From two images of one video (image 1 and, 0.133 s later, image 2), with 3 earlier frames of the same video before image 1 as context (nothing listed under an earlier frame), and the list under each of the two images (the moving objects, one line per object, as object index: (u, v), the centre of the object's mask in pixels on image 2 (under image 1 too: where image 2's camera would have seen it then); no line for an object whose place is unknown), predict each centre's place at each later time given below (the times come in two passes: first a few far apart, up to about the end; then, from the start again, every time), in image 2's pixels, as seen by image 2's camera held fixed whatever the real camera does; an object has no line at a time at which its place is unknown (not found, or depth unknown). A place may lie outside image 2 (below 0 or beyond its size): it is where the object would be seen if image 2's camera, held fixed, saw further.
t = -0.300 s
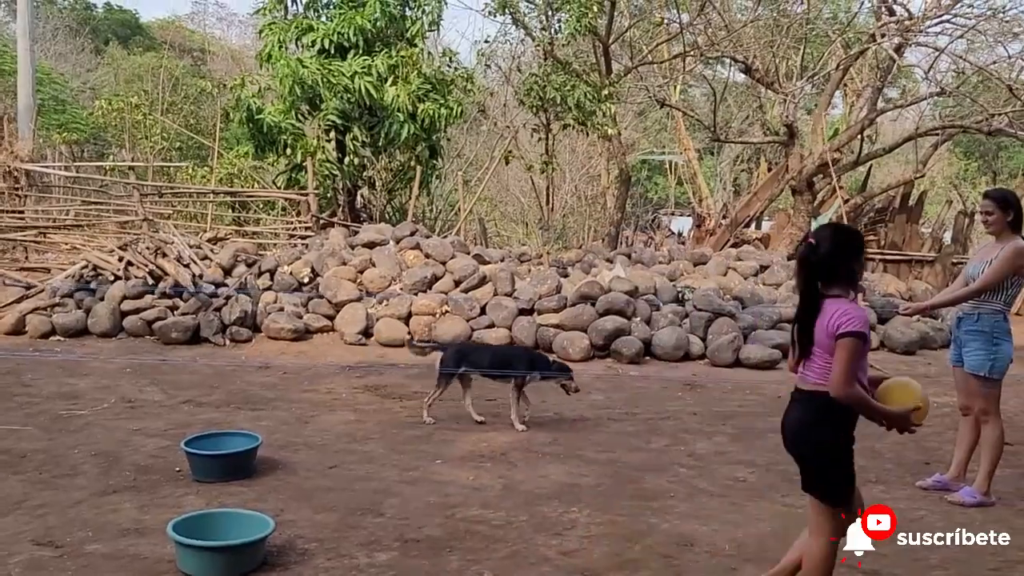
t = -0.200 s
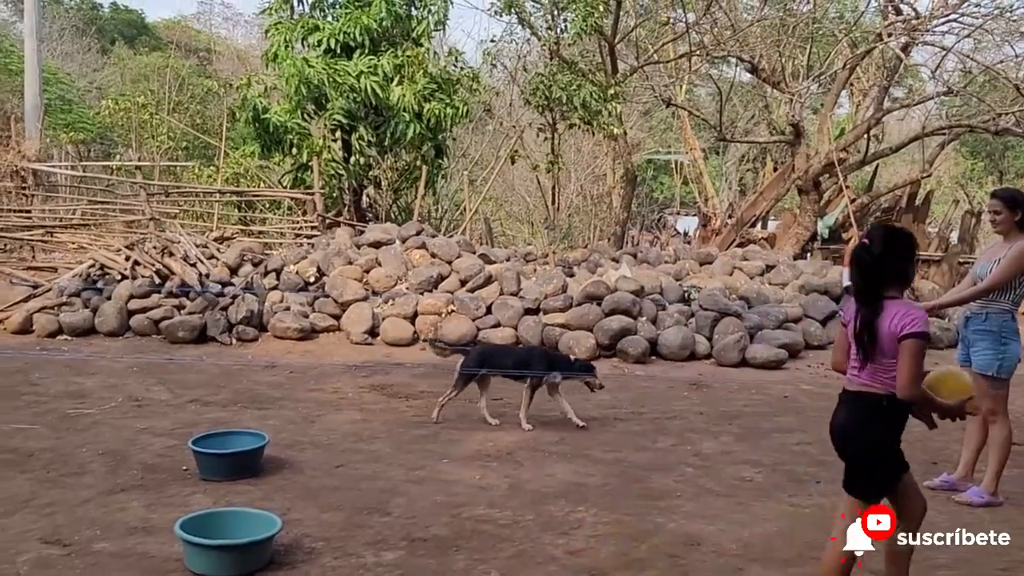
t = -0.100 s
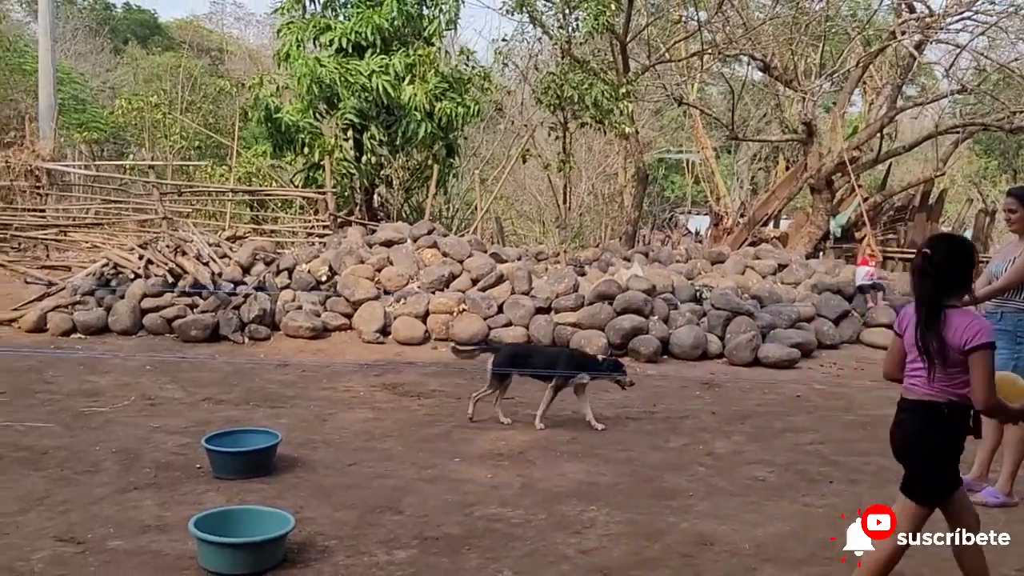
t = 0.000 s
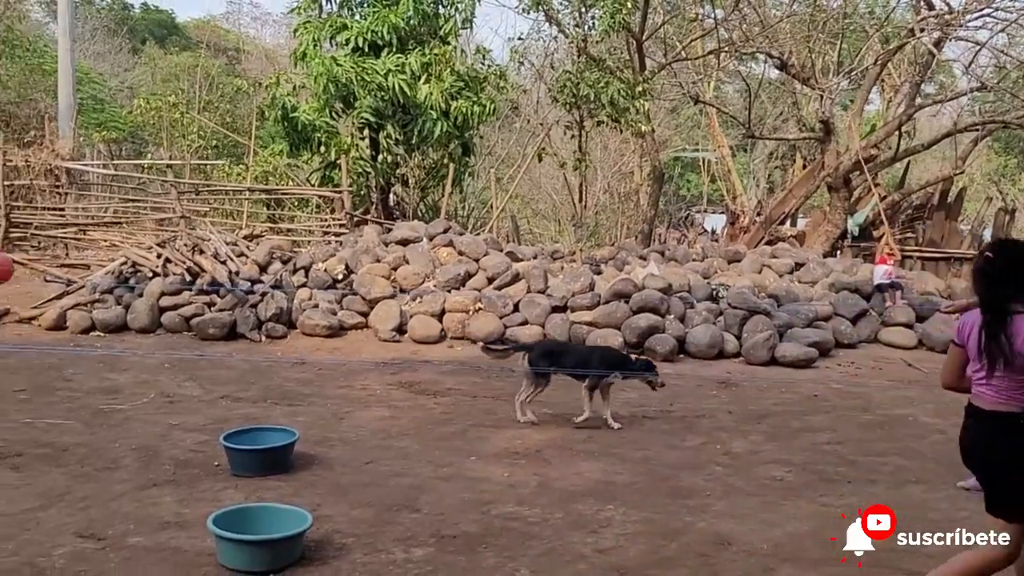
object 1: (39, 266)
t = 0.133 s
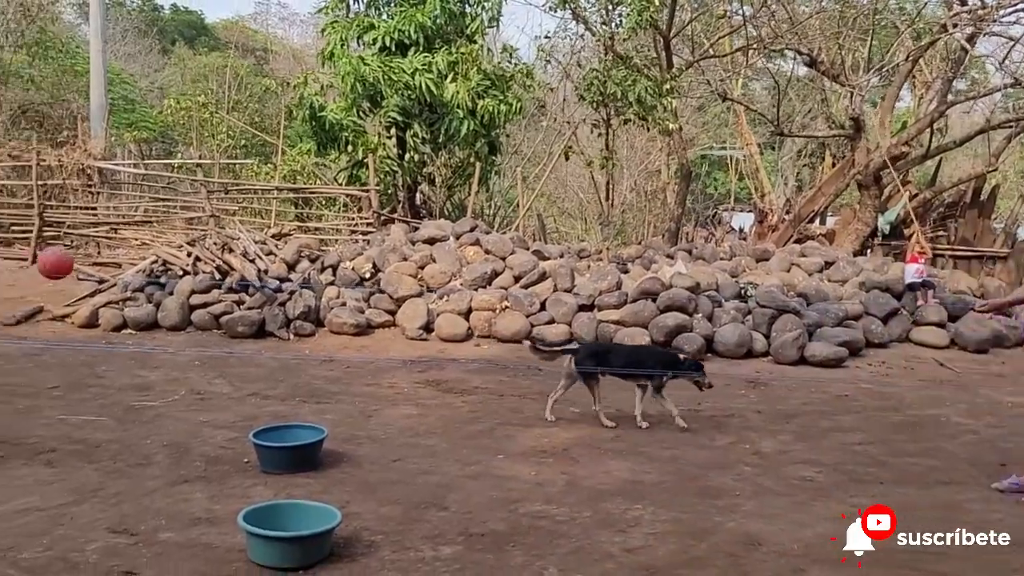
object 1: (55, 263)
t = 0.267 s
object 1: (83, 269)
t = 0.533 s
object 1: (134, 269)
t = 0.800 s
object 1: (191, 277)
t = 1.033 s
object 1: (239, 336)
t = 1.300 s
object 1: (282, 412)
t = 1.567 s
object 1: (317, 414)
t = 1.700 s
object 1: (332, 403)
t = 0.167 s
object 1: (61, 263)
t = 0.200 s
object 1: (68, 266)
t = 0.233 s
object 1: (75, 267)
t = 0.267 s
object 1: (83, 269)
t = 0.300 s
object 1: (90, 270)
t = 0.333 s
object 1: (97, 272)
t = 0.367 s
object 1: (104, 272)
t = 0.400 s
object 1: (111, 272)
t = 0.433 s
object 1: (116, 271)
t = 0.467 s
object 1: (122, 270)
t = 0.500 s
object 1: (129, 270)
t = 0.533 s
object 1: (134, 269)
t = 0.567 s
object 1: (141, 268)
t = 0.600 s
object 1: (148, 268)
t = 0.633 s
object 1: (154, 268)
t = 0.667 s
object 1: (160, 269)
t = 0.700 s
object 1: (168, 269)
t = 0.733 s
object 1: (175, 271)
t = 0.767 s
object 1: (182, 274)
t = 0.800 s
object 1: (191, 277)
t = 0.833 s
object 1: (197, 280)
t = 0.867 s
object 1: (205, 284)
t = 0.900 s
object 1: (211, 291)
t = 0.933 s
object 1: (219, 300)
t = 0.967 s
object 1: (225, 311)
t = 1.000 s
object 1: (231, 323)
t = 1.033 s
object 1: (239, 336)
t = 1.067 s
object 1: (245, 352)
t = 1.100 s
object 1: (250, 369)
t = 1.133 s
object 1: (256, 387)
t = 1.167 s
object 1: (262, 407)
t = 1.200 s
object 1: (266, 420)
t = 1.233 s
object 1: (270, 422)
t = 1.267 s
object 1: (274, 417)
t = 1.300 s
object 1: (282, 412)
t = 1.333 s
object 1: (287, 408)
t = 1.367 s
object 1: (291, 405)
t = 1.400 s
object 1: (296, 402)
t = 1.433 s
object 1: (300, 402)
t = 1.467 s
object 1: (303, 403)
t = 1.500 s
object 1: (308, 405)
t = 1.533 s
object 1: (311, 409)
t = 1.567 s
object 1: (317, 414)
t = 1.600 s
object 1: (322, 418)
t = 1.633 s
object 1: (325, 413)
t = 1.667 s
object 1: (329, 407)
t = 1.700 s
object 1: (332, 403)
